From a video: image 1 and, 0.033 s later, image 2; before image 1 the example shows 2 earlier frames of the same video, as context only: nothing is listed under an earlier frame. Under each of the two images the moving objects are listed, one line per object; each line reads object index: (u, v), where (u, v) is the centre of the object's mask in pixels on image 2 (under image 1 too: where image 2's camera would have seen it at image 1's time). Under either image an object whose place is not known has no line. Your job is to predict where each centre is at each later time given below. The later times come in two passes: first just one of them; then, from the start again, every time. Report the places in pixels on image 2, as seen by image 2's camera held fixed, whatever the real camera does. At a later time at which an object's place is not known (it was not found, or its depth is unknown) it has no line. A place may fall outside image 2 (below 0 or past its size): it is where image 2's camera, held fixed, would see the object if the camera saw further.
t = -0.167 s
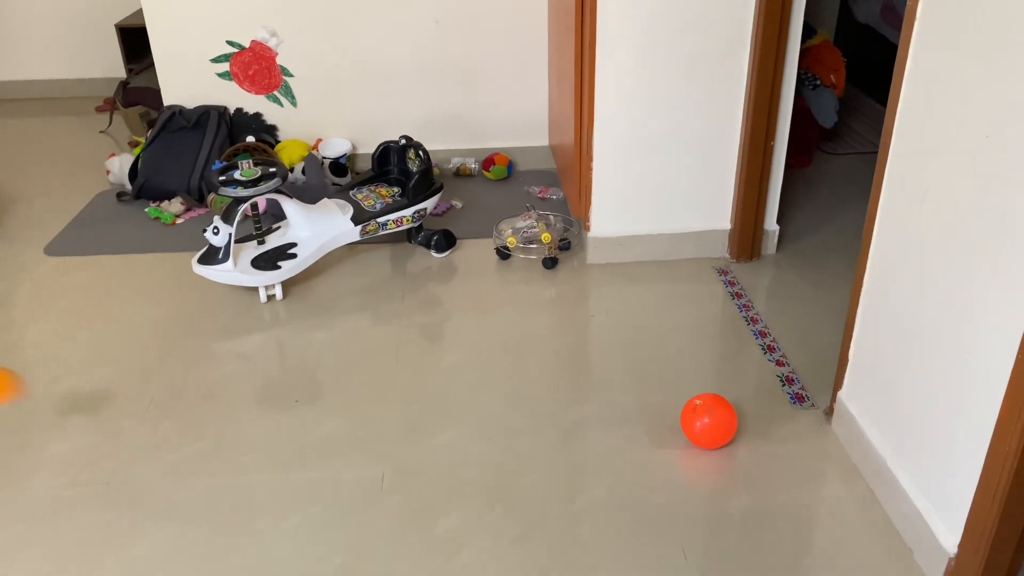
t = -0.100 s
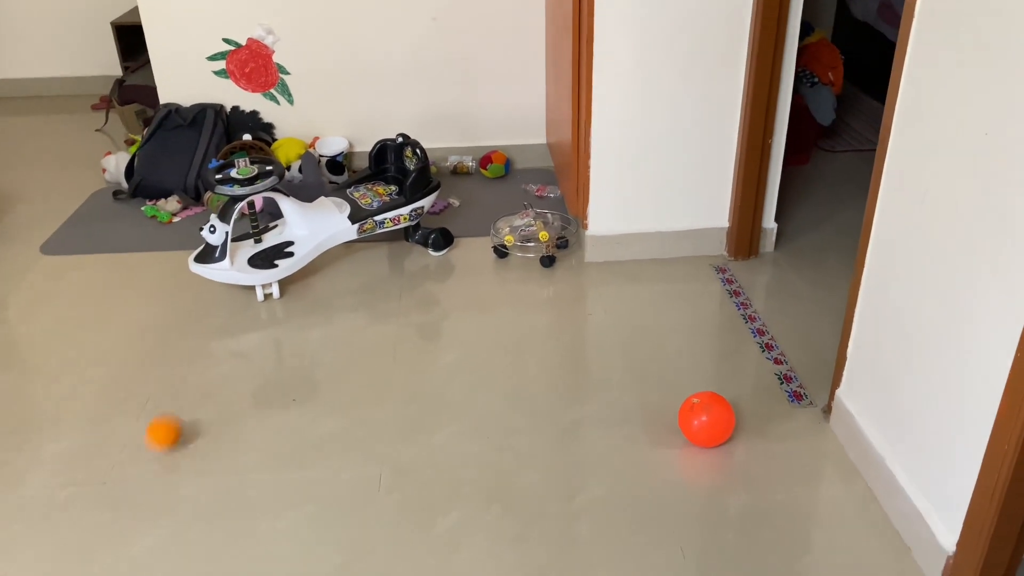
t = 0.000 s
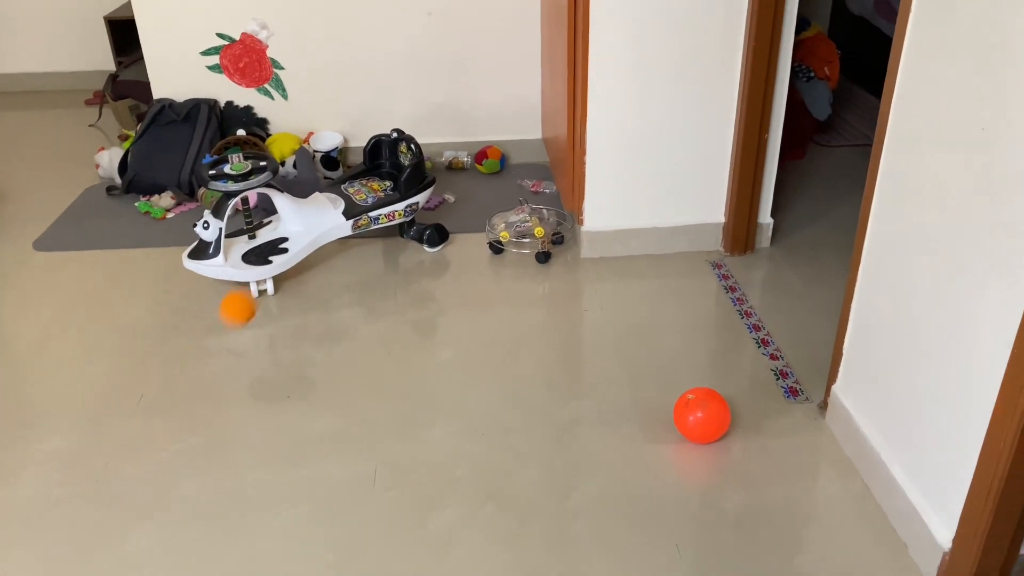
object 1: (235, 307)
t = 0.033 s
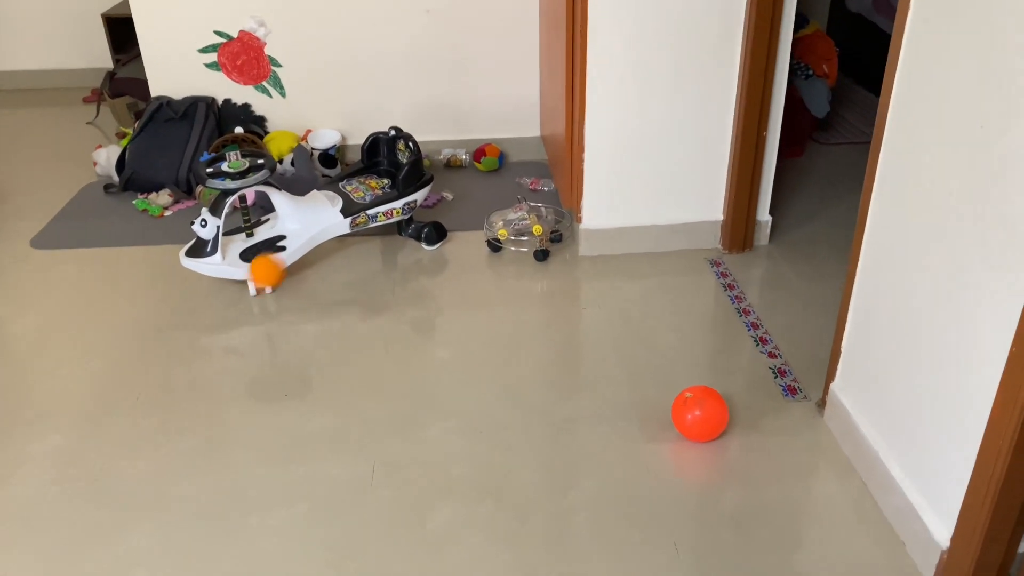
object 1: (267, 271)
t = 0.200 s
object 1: (427, 179)
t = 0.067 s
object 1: (297, 245)
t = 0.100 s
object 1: (328, 220)
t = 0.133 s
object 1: (362, 201)
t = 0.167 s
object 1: (395, 187)
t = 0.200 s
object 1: (427, 179)
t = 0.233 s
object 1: (458, 176)
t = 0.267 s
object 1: (490, 178)
